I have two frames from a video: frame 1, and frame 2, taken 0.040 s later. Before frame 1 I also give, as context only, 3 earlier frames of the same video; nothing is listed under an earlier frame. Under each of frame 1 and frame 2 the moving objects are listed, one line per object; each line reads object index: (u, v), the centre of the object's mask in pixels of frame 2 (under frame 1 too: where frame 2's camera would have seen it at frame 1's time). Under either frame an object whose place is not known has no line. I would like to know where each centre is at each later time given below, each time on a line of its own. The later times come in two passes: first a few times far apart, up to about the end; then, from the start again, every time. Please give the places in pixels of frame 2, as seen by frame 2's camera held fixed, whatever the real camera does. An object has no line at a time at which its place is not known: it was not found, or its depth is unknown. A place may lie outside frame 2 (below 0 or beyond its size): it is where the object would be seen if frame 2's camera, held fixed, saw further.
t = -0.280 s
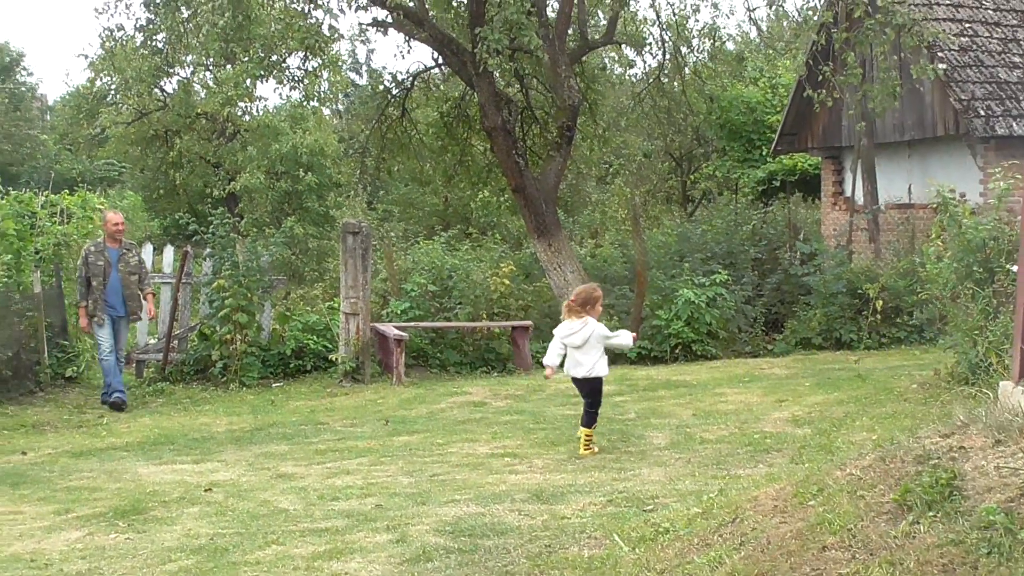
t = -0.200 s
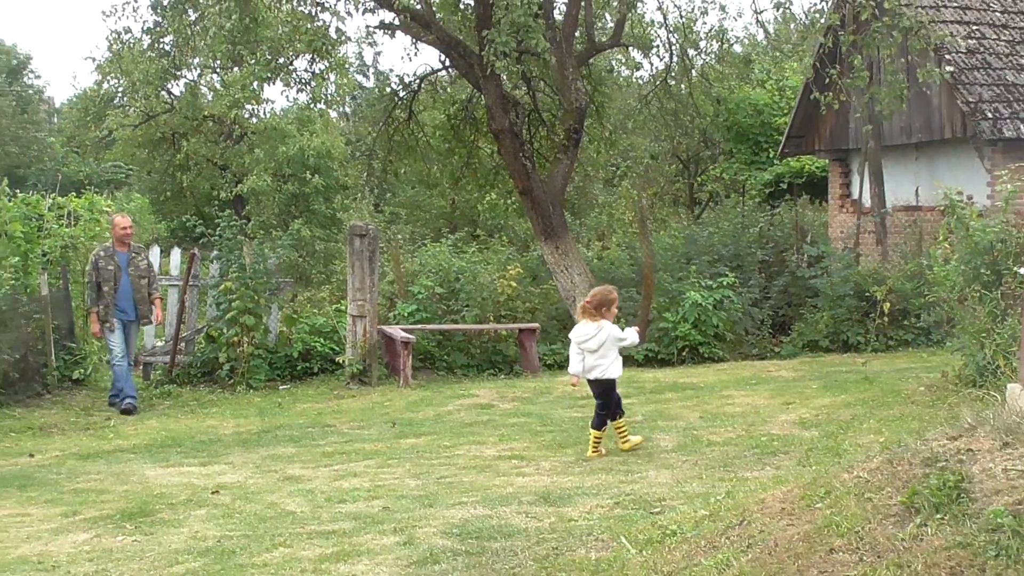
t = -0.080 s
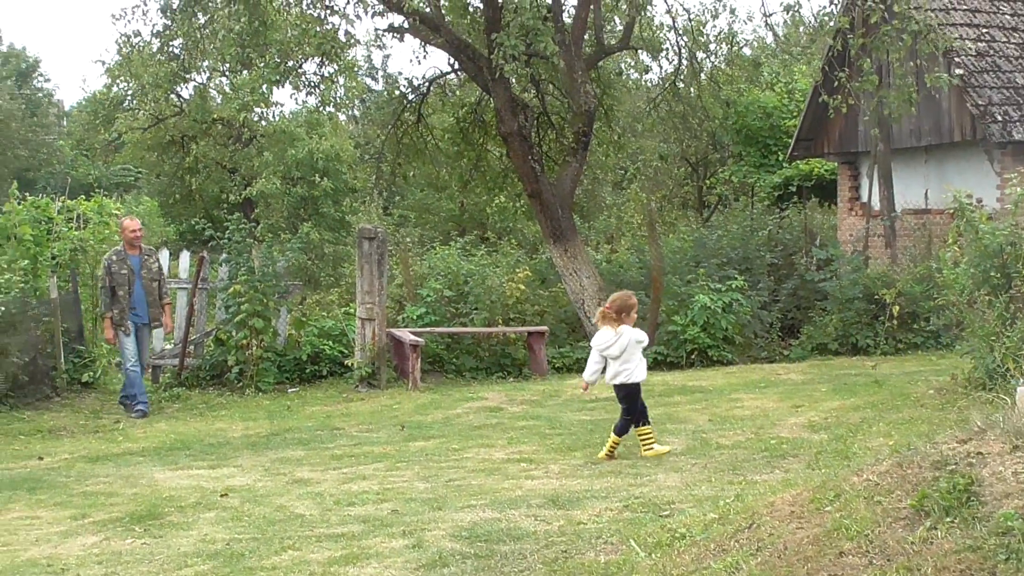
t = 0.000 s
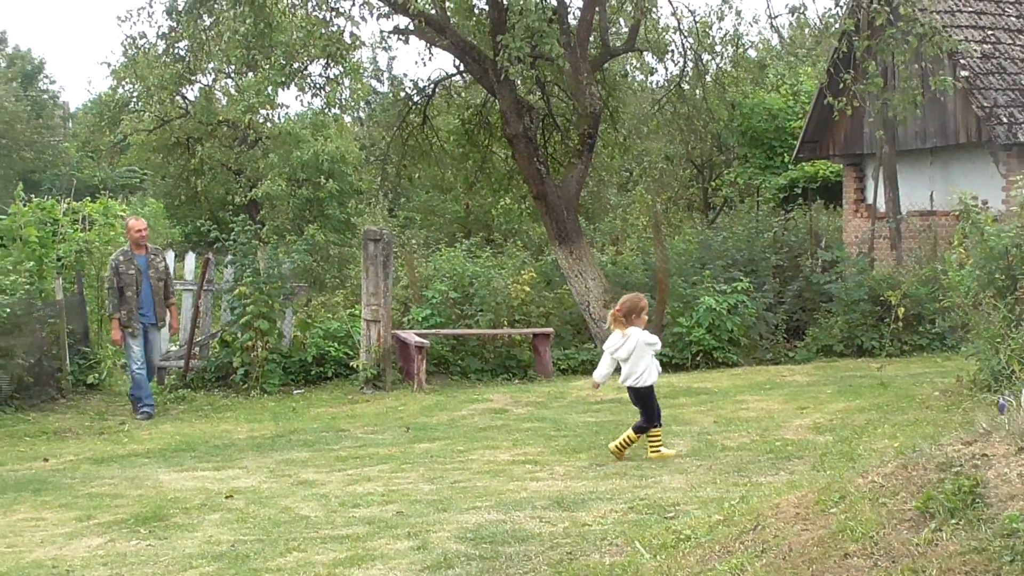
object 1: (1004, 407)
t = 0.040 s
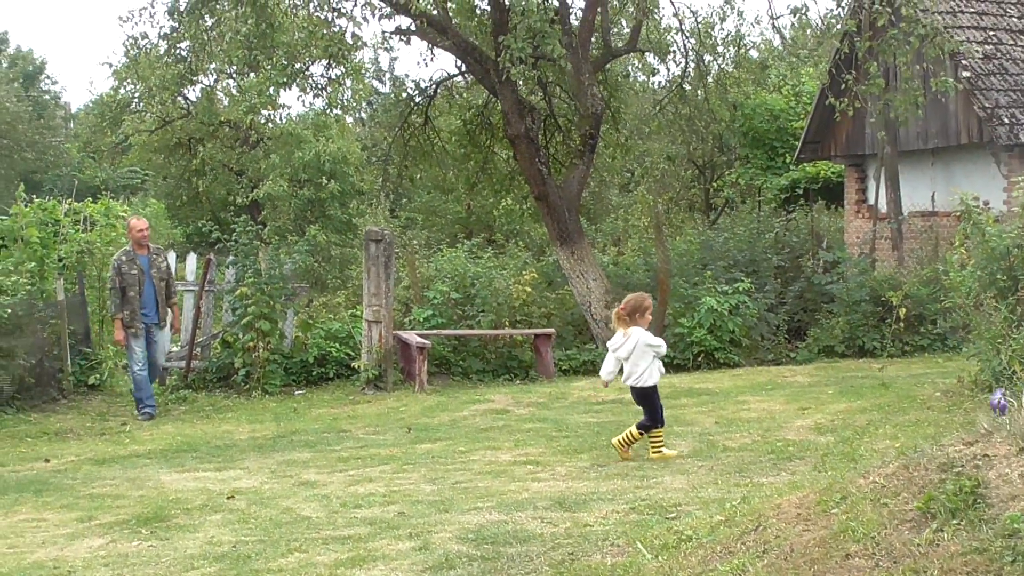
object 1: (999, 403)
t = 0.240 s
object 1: (966, 409)
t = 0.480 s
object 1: (917, 419)
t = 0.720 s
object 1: (866, 427)
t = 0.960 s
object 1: (819, 430)
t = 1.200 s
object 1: (775, 434)
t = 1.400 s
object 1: (744, 435)
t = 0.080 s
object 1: (996, 402)
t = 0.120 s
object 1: (989, 403)
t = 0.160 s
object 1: (981, 405)
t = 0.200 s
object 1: (974, 406)
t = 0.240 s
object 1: (966, 409)
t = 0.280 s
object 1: (958, 411)
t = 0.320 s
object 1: (950, 413)
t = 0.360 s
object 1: (942, 415)
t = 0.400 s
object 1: (934, 417)
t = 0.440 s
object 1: (925, 419)
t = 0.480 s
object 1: (917, 419)
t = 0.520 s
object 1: (908, 421)
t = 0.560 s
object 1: (900, 423)
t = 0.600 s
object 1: (891, 424)
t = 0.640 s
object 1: (883, 426)
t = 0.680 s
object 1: (874, 427)
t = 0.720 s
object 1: (866, 427)
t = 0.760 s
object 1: (858, 427)
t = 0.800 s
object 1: (849, 429)
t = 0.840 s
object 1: (841, 429)
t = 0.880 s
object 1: (834, 429)
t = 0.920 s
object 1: (826, 430)
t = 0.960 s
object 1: (819, 430)
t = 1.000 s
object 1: (811, 431)
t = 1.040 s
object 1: (803, 432)
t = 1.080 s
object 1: (796, 432)
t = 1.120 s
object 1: (789, 433)
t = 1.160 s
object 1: (782, 433)
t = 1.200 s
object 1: (775, 434)
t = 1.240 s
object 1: (769, 434)
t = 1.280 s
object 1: (762, 434)
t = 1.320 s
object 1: (756, 435)
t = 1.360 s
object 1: (749, 434)
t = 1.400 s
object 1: (744, 435)
